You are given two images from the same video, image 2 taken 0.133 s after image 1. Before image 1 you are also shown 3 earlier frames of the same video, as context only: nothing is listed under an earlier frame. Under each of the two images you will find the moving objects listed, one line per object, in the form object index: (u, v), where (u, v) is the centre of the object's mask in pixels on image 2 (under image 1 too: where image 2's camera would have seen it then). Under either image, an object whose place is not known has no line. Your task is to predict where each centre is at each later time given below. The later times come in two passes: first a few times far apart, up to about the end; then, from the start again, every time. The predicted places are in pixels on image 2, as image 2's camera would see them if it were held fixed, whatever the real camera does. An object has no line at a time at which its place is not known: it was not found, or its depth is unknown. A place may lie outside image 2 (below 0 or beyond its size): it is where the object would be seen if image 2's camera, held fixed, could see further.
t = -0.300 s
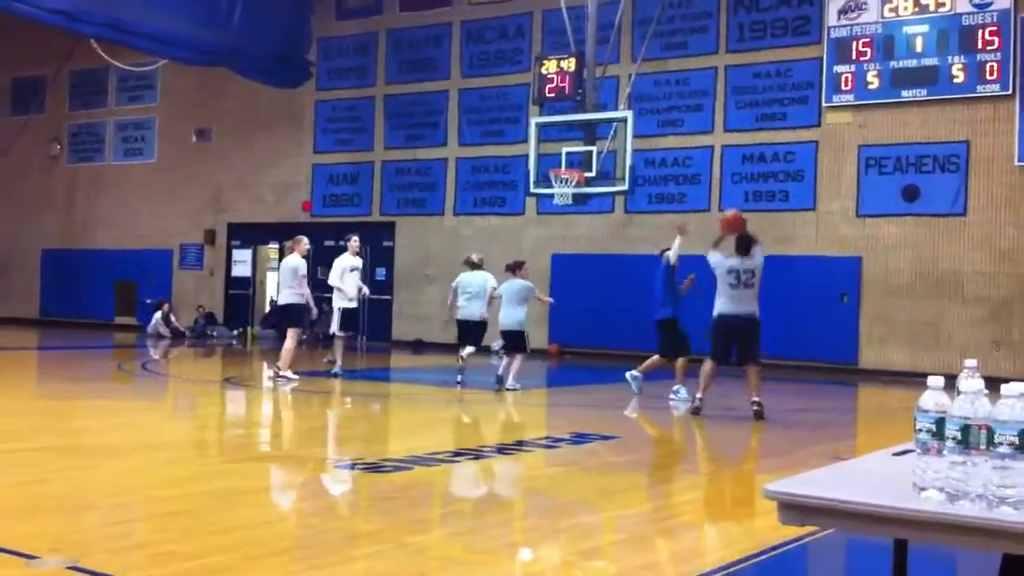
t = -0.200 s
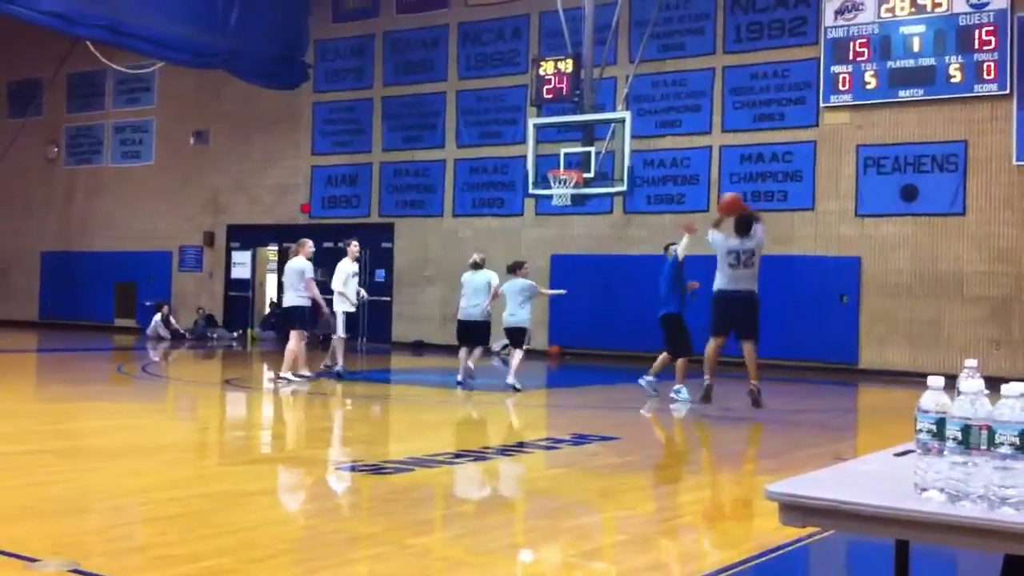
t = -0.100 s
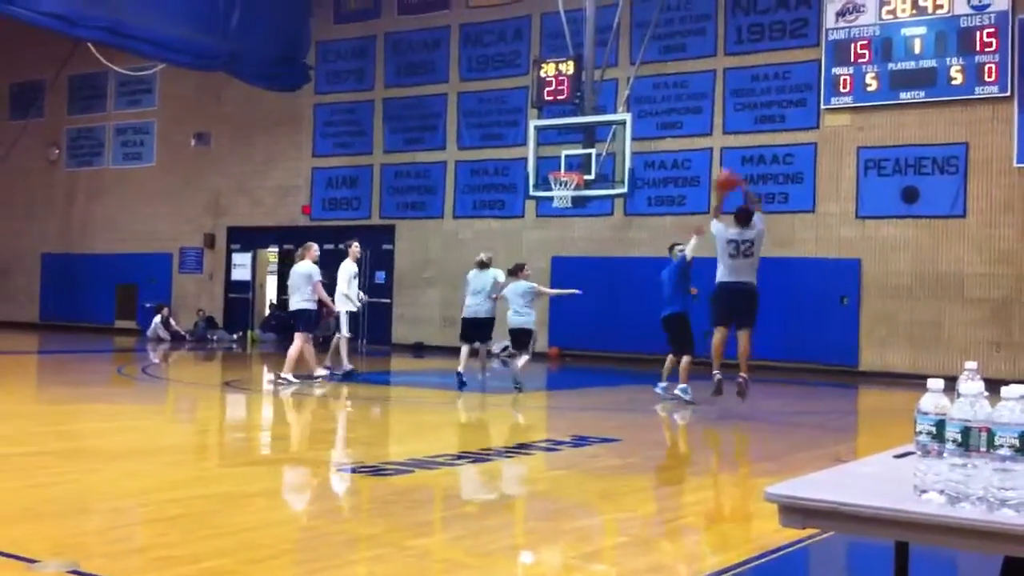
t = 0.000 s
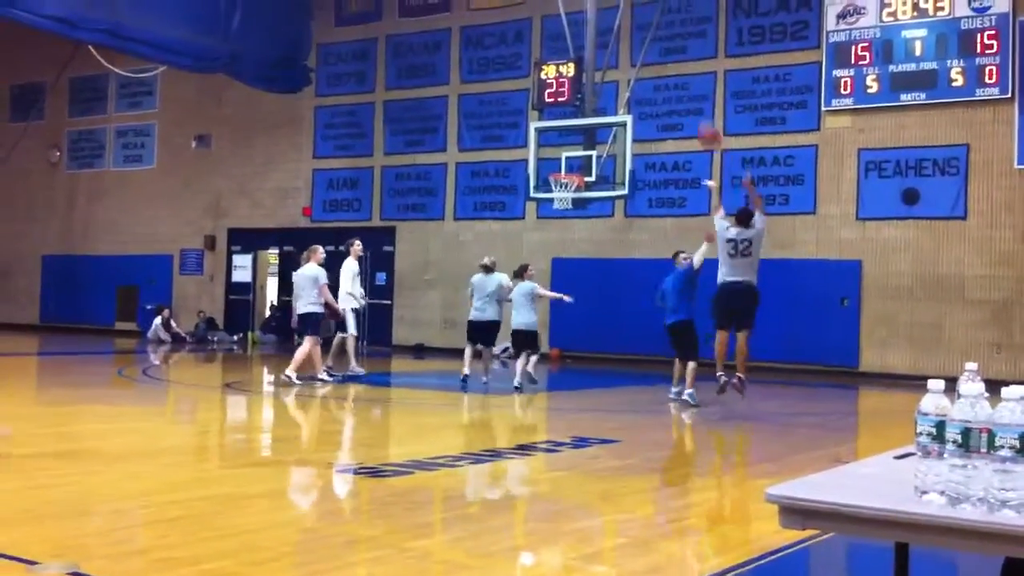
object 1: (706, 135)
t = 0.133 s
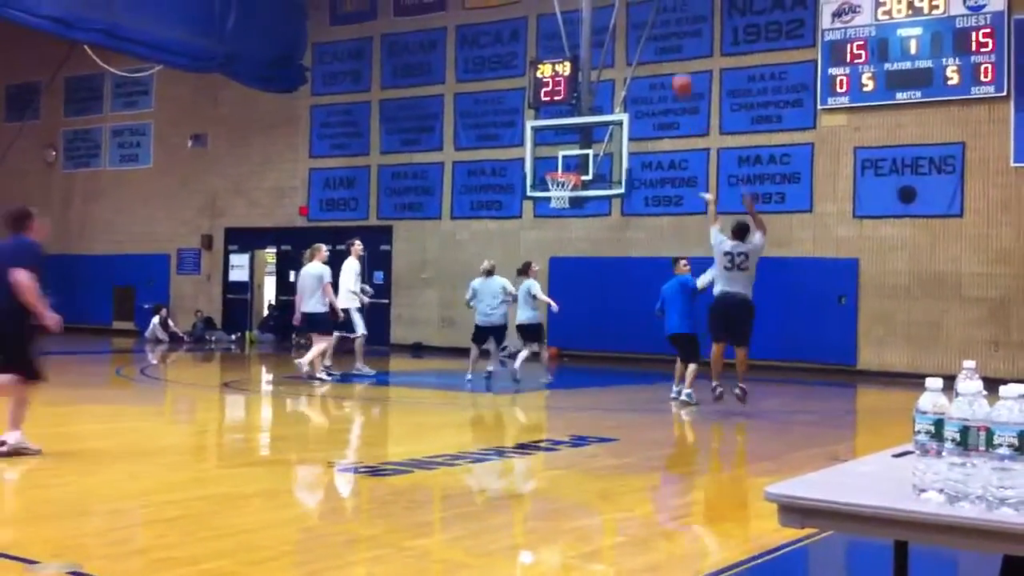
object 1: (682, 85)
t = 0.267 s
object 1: (662, 56)
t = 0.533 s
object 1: (626, 45)
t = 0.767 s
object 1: (596, 75)
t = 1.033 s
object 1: (565, 151)
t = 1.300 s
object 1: (565, 154)
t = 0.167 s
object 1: (678, 75)
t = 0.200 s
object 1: (671, 66)
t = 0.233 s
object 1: (666, 62)
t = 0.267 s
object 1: (662, 56)
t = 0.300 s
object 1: (658, 51)
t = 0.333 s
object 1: (652, 48)
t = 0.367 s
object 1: (648, 46)
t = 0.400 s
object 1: (643, 44)
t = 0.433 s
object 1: (638, 43)
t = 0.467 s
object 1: (635, 42)
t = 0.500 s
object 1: (630, 43)
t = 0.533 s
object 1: (626, 45)
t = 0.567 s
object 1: (620, 48)
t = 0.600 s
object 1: (616, 50)
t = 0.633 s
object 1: (611, 55)
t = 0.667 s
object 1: (607, 60)
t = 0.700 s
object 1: (605, 64)
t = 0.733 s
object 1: (600, 70)
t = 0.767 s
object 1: (596, 75)
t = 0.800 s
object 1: (592, 83)
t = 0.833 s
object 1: (589, 90)
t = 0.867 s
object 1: (585, 99)
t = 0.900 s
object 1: (581, 109)
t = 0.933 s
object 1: (577, 119)
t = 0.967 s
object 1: (574, 129)
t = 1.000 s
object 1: (571, 138)
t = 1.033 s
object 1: (565, 151)
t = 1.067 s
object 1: (563, 161)
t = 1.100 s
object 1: (563, 169)
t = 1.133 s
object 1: (561, 169)
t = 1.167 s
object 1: (563, 167)
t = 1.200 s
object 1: (563, 163)
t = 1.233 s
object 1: (565, 161)
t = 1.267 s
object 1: (567, 160)
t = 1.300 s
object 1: (565, 154)
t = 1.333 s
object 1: (562, 152)
